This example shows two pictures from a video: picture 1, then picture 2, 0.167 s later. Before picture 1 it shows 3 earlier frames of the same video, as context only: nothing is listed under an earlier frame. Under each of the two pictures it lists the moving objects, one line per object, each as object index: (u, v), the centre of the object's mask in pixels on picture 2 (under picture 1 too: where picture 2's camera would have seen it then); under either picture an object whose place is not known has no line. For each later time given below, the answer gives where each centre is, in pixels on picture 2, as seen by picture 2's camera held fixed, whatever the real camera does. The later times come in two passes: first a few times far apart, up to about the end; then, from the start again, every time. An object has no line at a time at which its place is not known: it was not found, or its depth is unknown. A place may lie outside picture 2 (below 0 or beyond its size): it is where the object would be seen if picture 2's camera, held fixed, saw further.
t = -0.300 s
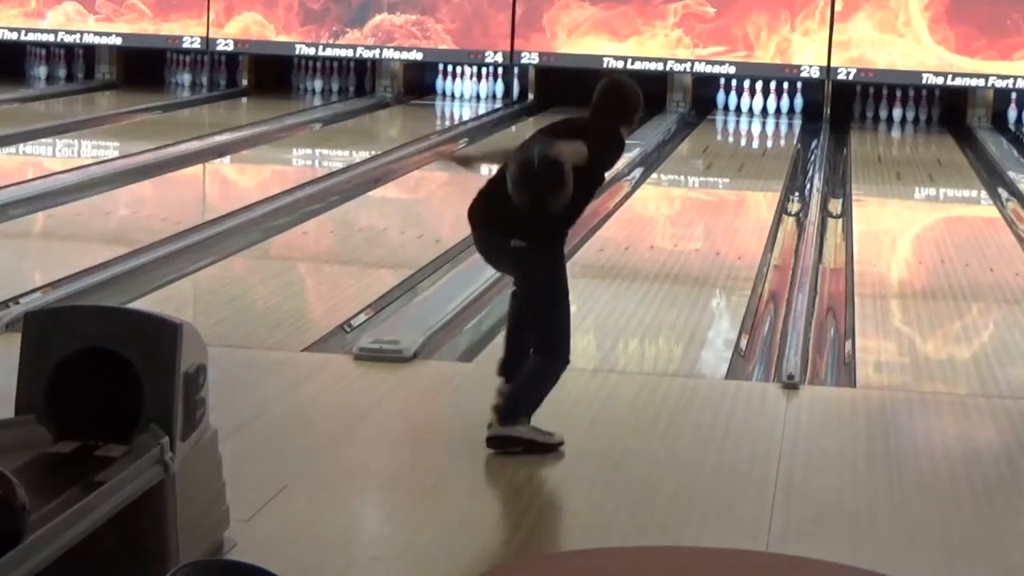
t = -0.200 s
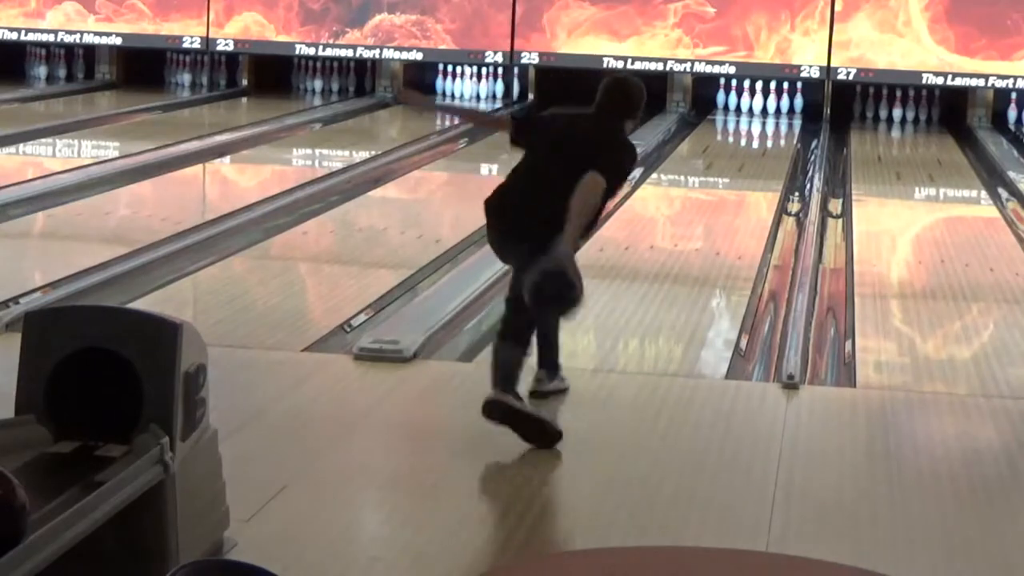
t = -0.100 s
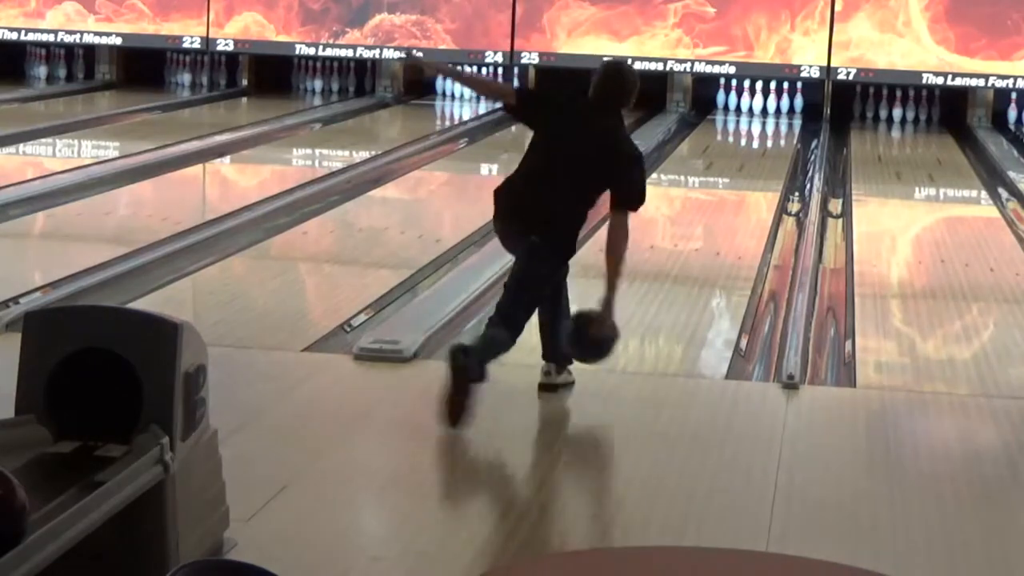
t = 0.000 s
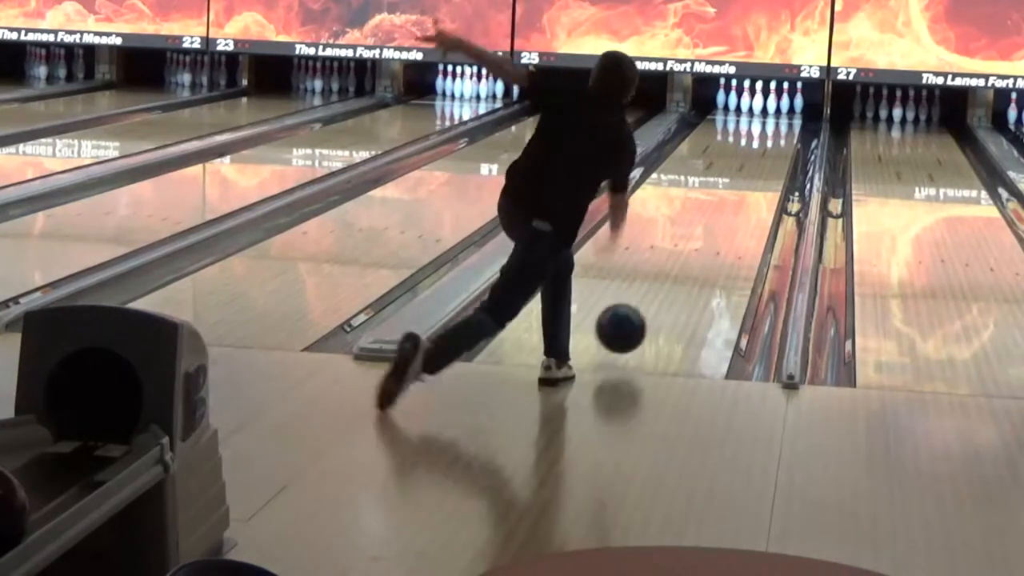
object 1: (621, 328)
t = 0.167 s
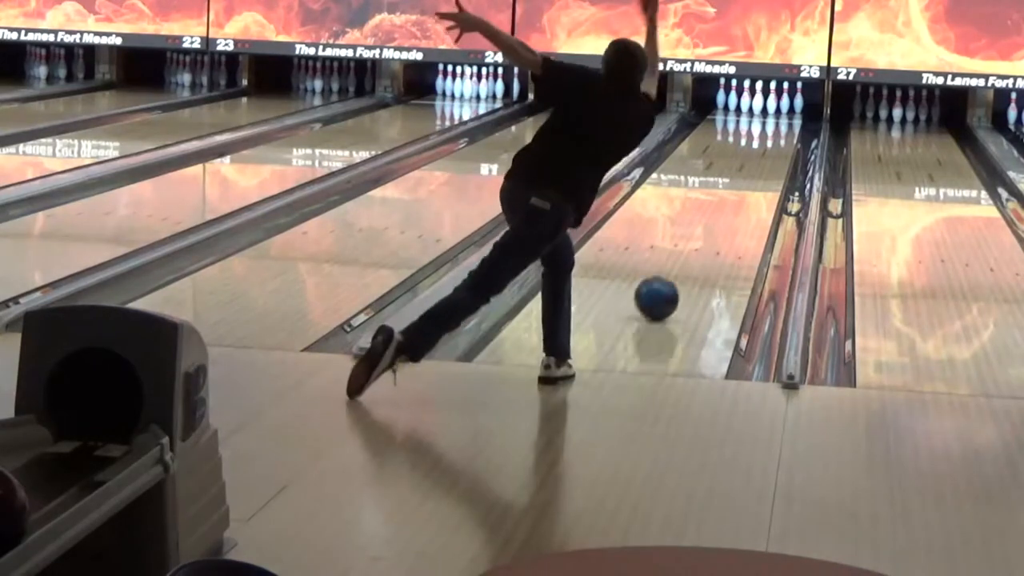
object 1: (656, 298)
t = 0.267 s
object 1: (674, 276)
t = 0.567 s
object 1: (715, 227)
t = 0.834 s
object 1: (740, 194)
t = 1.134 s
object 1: (759, 167)
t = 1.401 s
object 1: (769, 150)
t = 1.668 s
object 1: (775, 133)
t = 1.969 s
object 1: (773, 119)
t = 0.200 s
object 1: (663, 291)
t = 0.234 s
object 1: (668, 283)
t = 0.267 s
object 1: (674, 276)
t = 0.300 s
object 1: (679, 270)
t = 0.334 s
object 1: (685, 263)
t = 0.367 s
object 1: (690, 257)
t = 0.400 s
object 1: (694, 252)
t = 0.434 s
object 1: (699, 246)
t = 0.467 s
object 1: (703, 241)
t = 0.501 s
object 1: (707, 236)
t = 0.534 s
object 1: (711, 231)
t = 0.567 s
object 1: (715, 227)
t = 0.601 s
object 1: (718, 222)
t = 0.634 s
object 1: (722, 218)
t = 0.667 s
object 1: (725, 214)
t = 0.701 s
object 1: (728, 209)
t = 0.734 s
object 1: (731, 206)
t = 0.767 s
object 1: (734, 201)
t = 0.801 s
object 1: (737, 198)
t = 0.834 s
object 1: (740, 194)
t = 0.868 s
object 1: (742, 191)
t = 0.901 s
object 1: (744, 188)
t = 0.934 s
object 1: (747, 184)
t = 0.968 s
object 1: (749, 181)
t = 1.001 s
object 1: (751, 178)
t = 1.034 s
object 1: (753, 175)
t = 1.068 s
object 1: (755, 173)
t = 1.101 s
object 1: (757, 170)
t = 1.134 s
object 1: (759, 167)
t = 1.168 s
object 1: (760, 165)
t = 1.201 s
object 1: (762, 163)
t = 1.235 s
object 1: (763, 161)
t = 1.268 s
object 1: (765, 158)
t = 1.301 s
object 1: (766, 155)
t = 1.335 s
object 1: (767, 153)
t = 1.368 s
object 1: (768, 151)
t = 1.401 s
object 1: (769, 150)
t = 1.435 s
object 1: (770, 146)
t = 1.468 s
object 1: (771, 145)
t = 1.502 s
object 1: (772, 143)
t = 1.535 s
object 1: (773, 141)
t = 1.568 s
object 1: (774, 138)
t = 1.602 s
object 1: (774, 137)
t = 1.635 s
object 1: (775, 135)
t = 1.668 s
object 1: (775, 133)
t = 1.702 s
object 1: (775, 131)
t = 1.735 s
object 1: (776, 130)
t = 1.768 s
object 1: (776, 128)
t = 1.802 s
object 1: (776, 126)
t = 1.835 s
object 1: (775, 125)
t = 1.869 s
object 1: (775, 123)
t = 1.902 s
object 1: (774, 122)
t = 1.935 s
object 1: (774, 120)
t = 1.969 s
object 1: (773, 119)
